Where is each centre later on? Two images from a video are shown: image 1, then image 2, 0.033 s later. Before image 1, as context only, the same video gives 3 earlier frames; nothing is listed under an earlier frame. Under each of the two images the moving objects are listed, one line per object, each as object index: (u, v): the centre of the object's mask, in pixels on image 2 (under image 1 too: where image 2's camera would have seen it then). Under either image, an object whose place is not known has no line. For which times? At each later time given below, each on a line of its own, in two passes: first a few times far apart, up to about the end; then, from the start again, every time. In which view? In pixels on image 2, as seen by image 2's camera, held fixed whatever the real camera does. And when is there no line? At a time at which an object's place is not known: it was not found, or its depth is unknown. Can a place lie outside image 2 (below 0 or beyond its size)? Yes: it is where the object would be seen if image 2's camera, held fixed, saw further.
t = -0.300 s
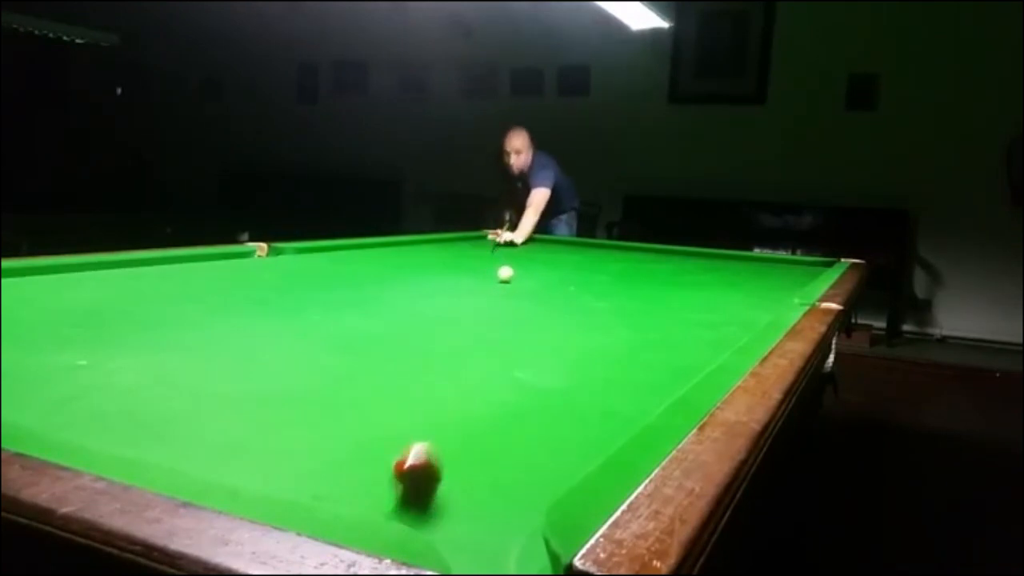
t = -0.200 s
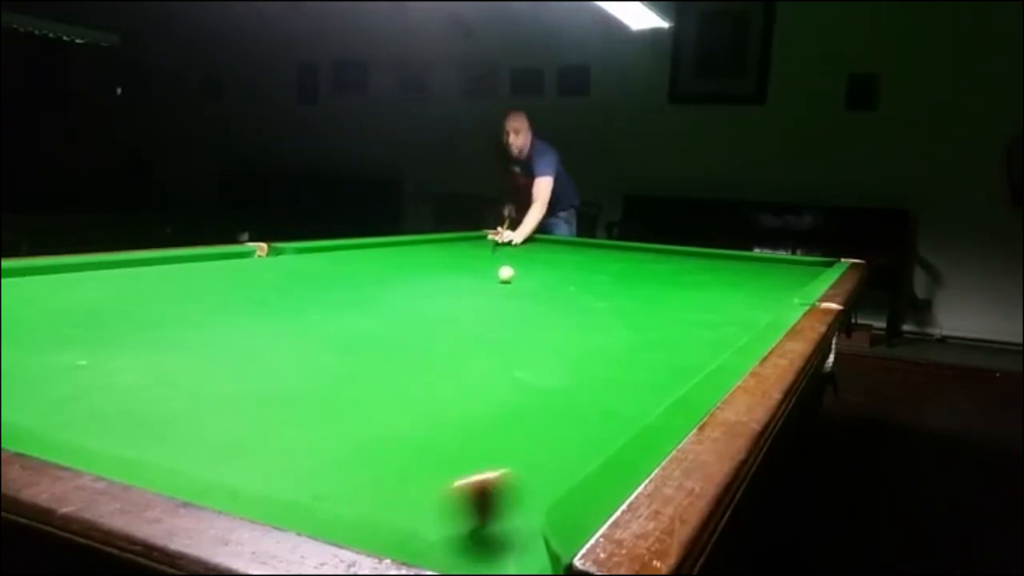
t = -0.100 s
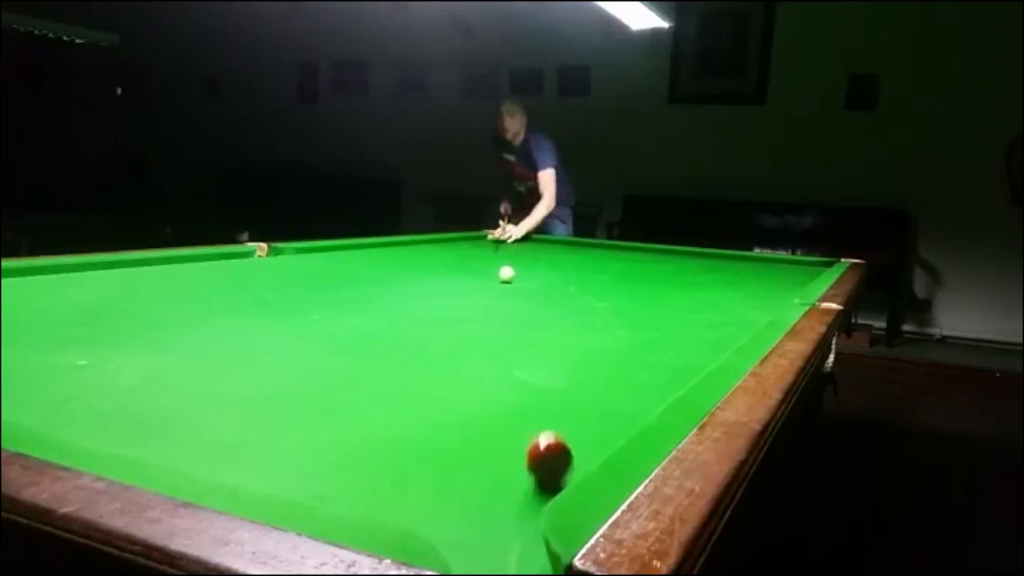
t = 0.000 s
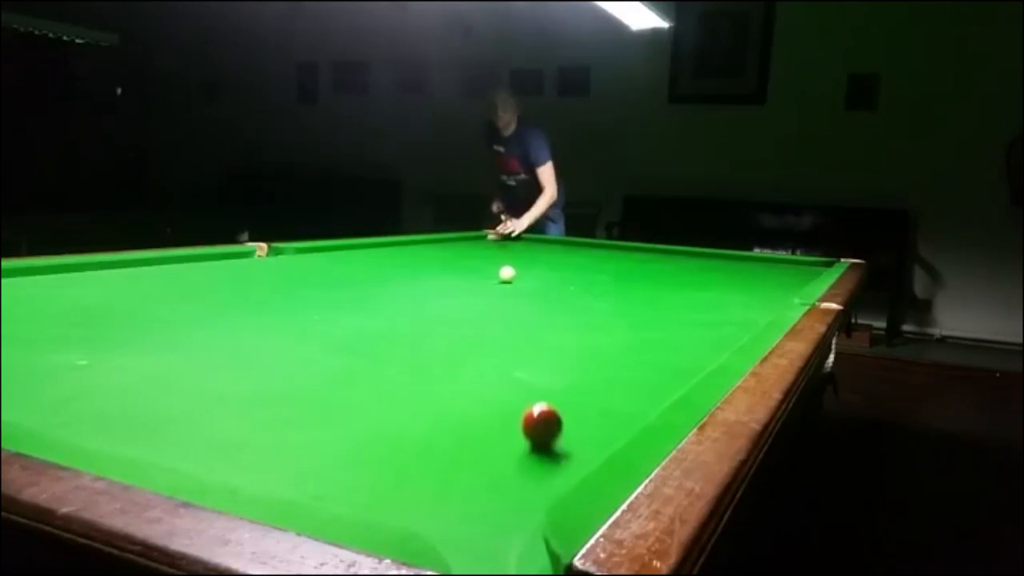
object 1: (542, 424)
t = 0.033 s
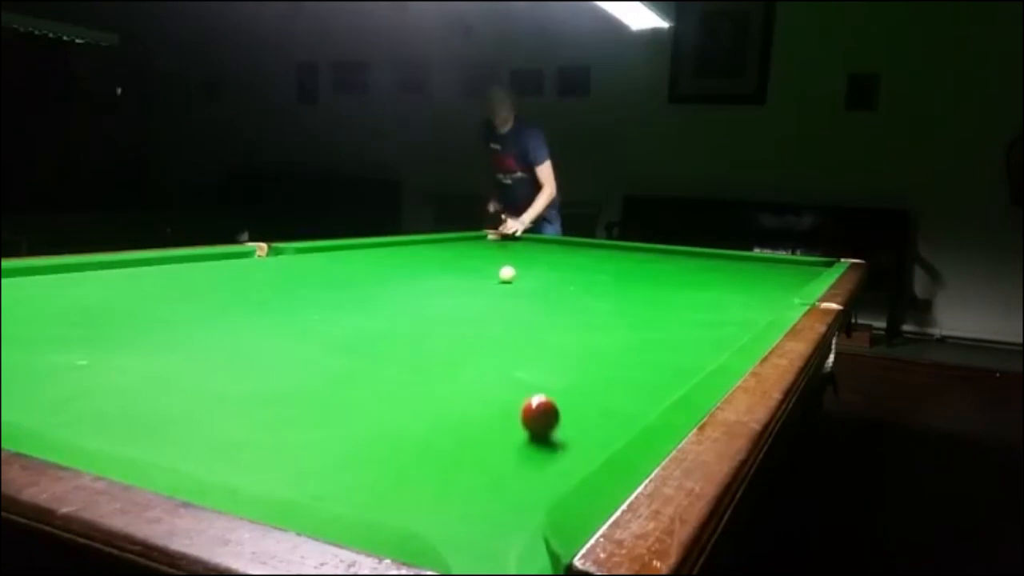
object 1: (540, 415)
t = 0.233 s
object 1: (532, 373)
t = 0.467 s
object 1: (525, 341)
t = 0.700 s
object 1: (522, 318)
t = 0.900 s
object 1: (519, 304)
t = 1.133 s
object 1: (518, 291)
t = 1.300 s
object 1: (517, 283)
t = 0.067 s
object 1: (538, 407)
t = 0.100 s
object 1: (537, 399)
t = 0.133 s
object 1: (535, 392)
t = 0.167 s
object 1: (534, 385)
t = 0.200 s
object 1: (533, 379)
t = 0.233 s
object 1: (532, 373)
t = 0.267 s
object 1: (531, 368)
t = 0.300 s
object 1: (530, 362)
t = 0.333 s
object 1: (529, 358)
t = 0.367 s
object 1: (528, 353)
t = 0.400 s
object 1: (527, 349)
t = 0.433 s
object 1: (526, 345)
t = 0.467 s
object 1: (525, 341)
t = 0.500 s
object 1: (525, 337)
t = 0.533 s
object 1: (524, 333)
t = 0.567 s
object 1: (524, 330)
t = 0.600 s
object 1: (523, 327)
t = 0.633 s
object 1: (522, 324)
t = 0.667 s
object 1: (522, 321)
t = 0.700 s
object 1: (522, 318)
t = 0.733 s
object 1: (521, 316)
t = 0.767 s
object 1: (521, 313)
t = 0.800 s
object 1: (520, 311)
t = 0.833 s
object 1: (520, 308)
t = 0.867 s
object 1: (520, 306)
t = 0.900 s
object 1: (519, 304)
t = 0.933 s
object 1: (519, 302)
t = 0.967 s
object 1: (519, 300)
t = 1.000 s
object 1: (519, 298)
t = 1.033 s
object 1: (518, 296)
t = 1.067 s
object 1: (518, 294)
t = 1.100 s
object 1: (518, 292)
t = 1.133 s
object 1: (518, 291)
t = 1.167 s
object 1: (518, 289)
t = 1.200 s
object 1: (517, 287)
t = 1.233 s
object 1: (517, 286)
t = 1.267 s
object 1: (517, 285)
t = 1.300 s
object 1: (517, 283)
